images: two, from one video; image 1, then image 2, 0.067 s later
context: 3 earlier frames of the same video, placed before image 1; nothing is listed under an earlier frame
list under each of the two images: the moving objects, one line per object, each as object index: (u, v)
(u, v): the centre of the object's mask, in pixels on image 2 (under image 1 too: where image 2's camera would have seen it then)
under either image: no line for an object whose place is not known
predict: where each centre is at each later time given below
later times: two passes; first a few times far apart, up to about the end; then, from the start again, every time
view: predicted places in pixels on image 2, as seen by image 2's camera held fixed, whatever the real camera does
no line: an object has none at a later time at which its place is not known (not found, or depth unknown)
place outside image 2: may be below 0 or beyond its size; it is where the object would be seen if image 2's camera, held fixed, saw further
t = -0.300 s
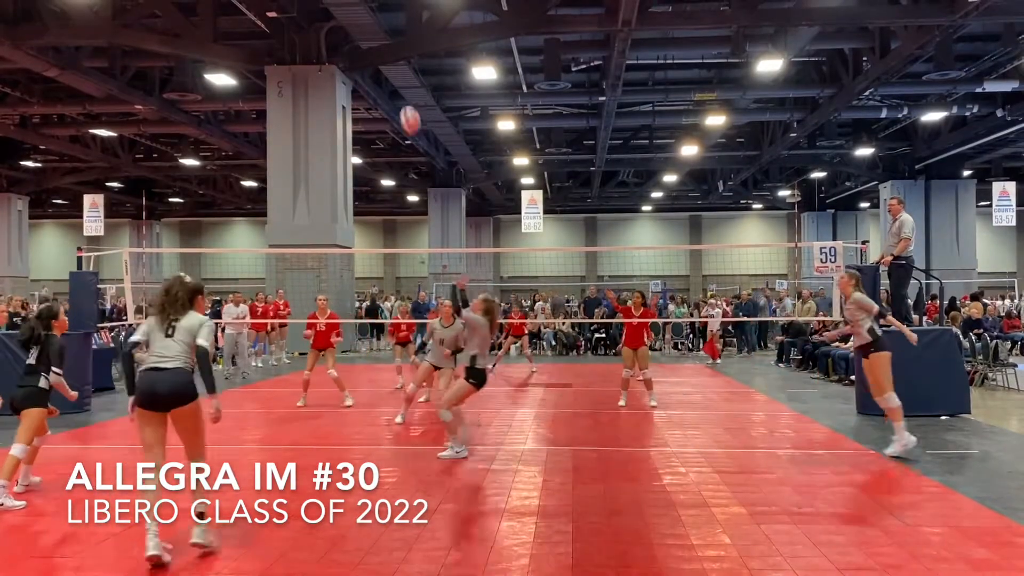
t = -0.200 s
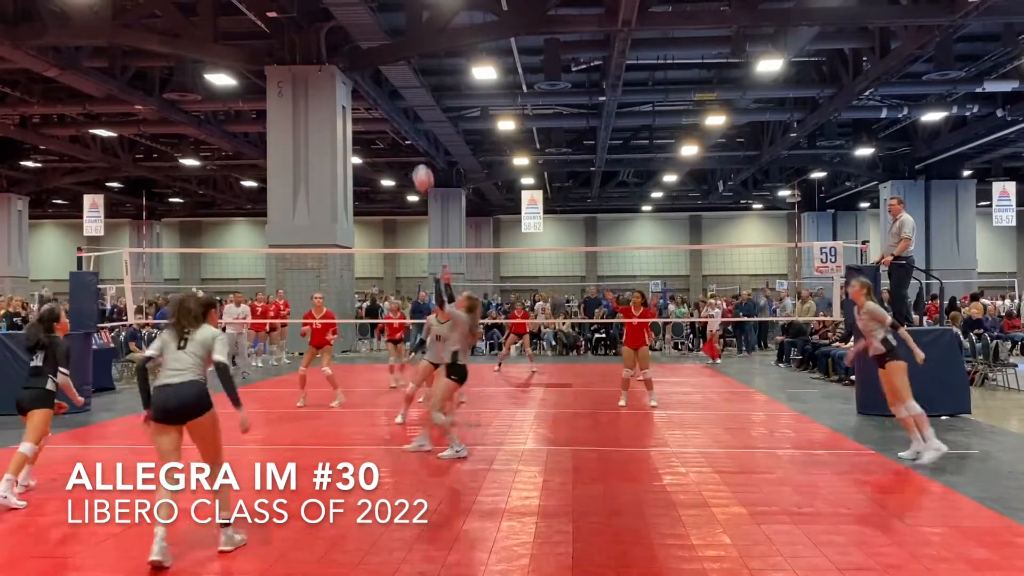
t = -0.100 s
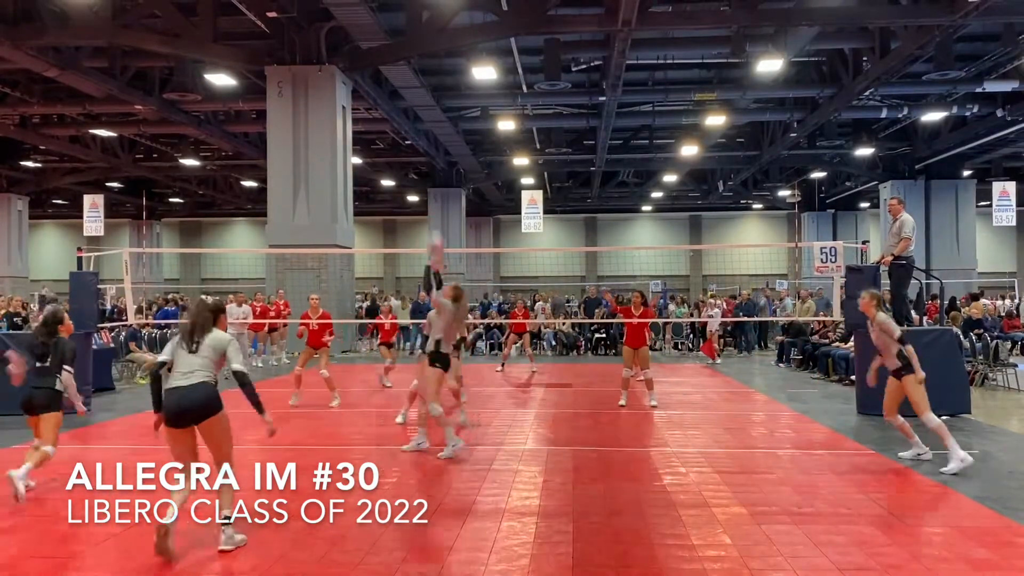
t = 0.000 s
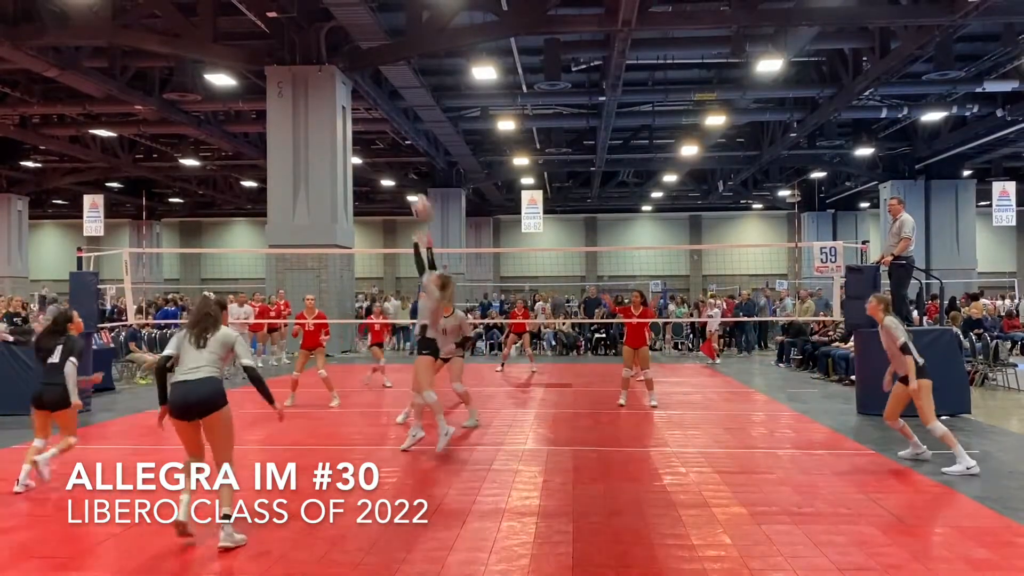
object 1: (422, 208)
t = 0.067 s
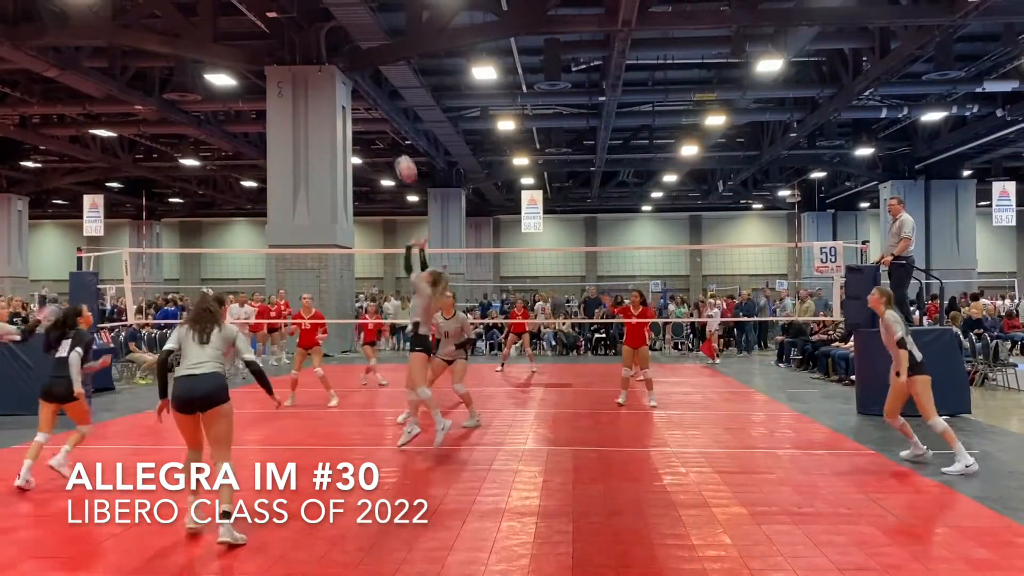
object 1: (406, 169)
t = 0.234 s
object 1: (370, 97)
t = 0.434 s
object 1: (331, 50)
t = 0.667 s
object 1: (291, 44)
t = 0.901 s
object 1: (255, 82)
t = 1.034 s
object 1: (237, 120)
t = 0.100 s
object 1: (399, 152)
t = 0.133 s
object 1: (391, 137)
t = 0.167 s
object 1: (384, 122)
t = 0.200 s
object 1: (377, 109)
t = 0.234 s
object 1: (370, 97)
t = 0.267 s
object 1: (363, 86)
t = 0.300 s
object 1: (357, 77)
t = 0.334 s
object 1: (350, 68)
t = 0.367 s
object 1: (343, 61)
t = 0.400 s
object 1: (337, 55)
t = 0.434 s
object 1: (331, 50)
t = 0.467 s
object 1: (325, 47)
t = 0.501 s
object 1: (319, 44)
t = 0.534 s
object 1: (313, 42)
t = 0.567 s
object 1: (307, 41)
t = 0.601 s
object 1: (302, 41)
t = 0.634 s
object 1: (296, 42)
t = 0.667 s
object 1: (291, 44)
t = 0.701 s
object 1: (285, 47)
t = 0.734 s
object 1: (280, 51)
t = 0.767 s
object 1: (275, 55)
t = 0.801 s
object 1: (270, 60)
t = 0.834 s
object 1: (265, 66)
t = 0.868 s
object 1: (260, 74)
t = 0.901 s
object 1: (255, 82)
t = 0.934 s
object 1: (250, 90)
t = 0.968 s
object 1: (246, 99)
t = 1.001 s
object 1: (241, 109)
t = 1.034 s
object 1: (237, 120)
